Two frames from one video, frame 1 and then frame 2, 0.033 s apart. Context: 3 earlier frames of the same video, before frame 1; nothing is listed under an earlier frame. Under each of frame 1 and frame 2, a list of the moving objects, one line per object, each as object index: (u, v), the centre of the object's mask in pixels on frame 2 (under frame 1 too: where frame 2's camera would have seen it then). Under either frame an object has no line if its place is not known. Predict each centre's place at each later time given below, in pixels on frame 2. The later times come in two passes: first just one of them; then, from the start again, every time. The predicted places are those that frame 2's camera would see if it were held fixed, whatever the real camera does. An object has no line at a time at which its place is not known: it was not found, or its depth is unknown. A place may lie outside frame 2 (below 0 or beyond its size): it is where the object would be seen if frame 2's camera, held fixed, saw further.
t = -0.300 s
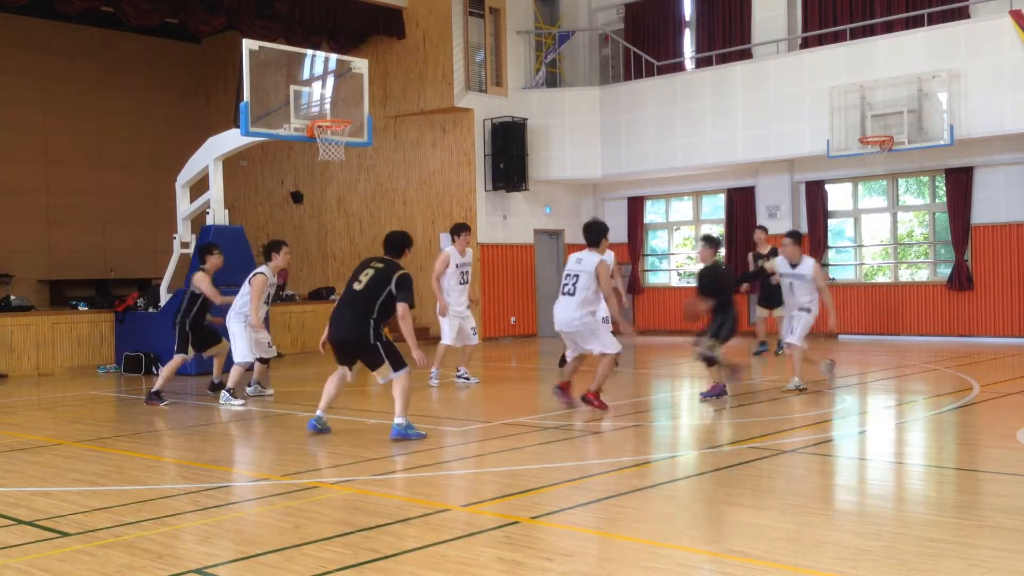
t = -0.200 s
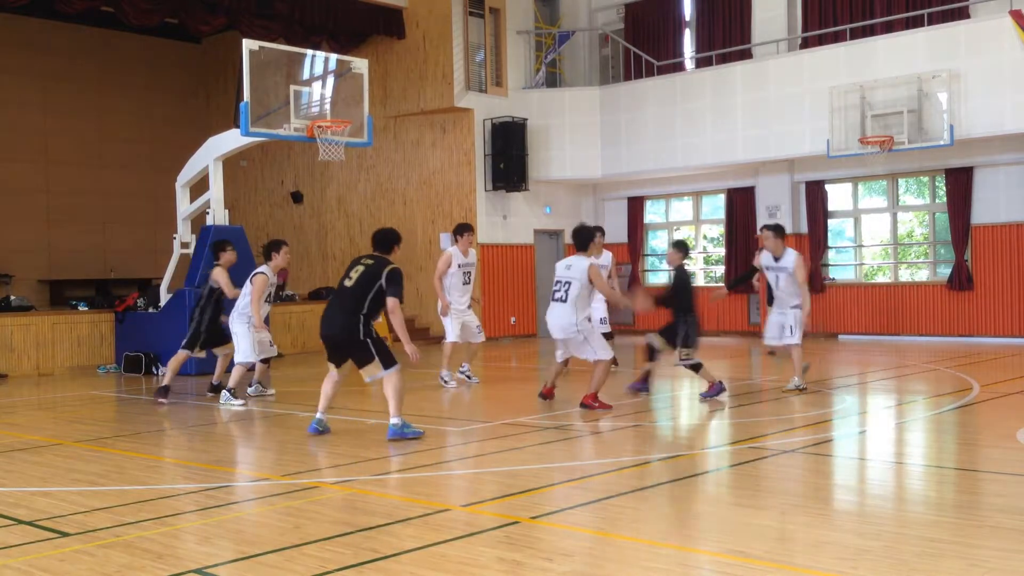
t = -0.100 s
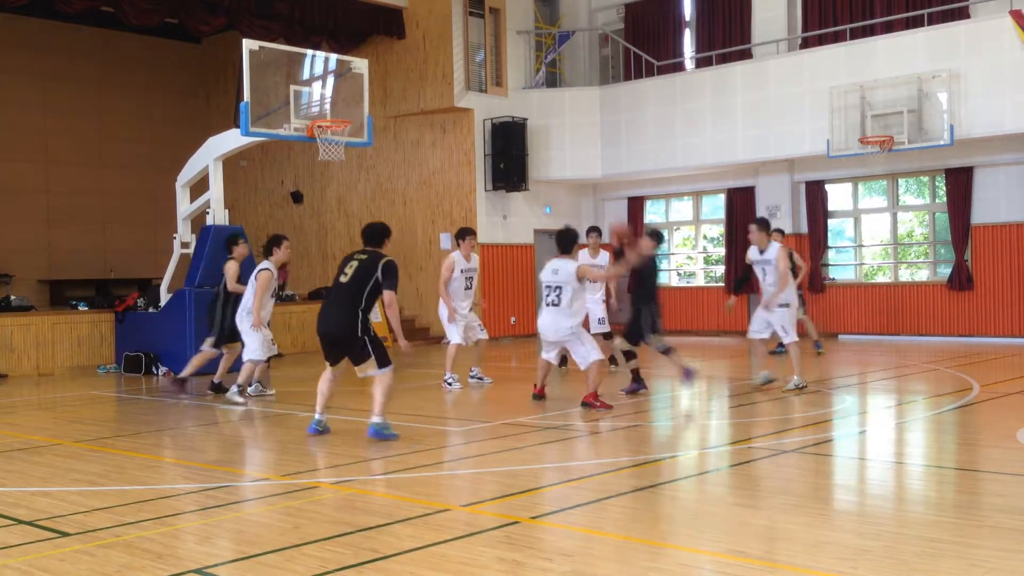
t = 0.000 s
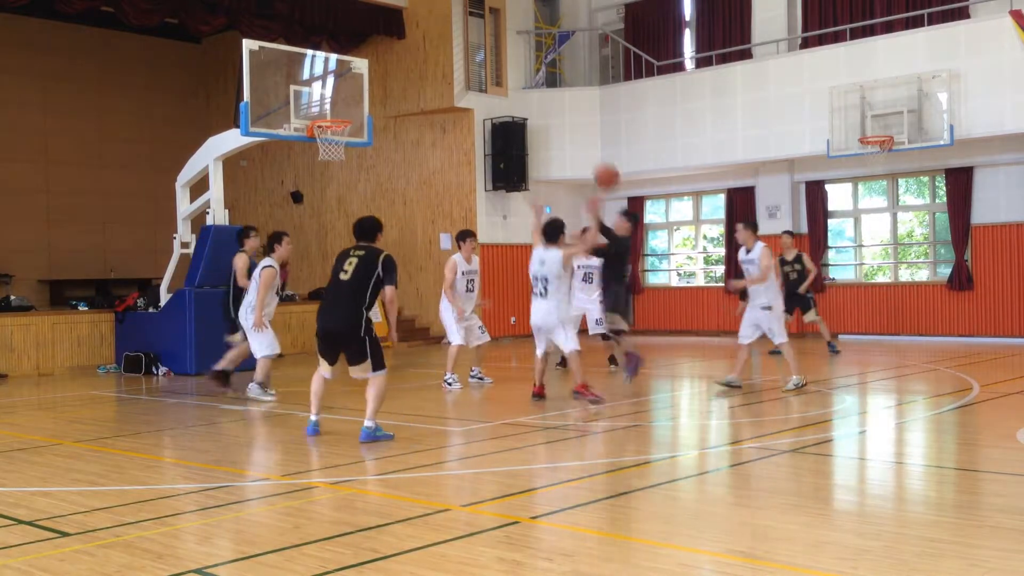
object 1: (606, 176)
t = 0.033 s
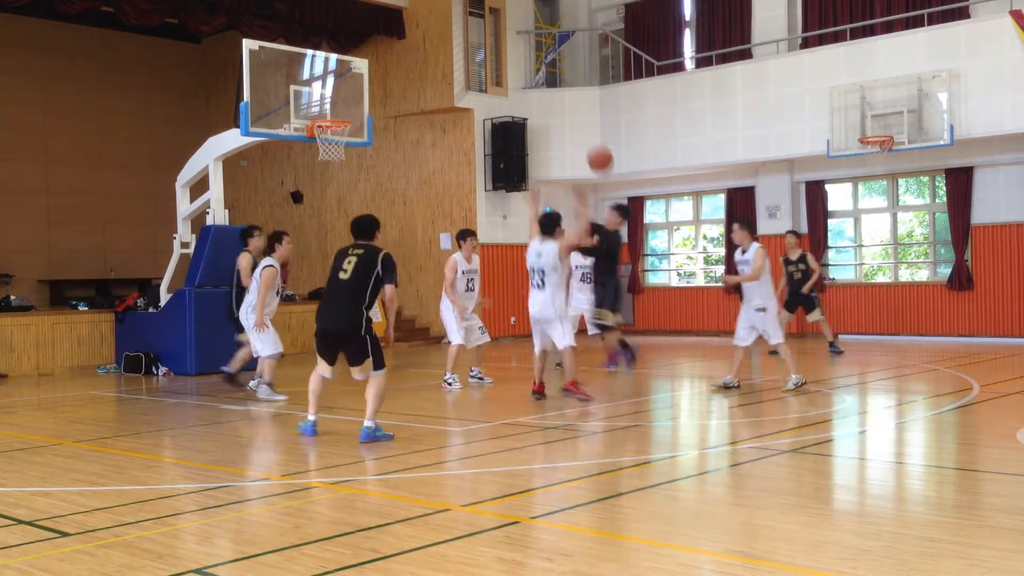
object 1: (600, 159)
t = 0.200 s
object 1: (565, 87)
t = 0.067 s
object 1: (593, 143)
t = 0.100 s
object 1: (587, 127)
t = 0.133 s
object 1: (580, 113)
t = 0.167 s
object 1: (573, 100)
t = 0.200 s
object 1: (565, 87)
